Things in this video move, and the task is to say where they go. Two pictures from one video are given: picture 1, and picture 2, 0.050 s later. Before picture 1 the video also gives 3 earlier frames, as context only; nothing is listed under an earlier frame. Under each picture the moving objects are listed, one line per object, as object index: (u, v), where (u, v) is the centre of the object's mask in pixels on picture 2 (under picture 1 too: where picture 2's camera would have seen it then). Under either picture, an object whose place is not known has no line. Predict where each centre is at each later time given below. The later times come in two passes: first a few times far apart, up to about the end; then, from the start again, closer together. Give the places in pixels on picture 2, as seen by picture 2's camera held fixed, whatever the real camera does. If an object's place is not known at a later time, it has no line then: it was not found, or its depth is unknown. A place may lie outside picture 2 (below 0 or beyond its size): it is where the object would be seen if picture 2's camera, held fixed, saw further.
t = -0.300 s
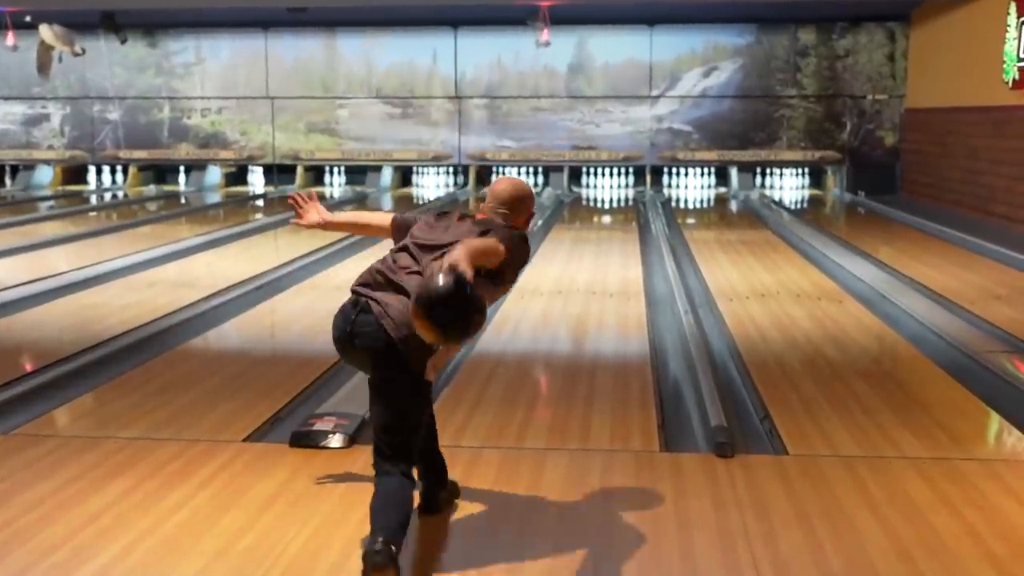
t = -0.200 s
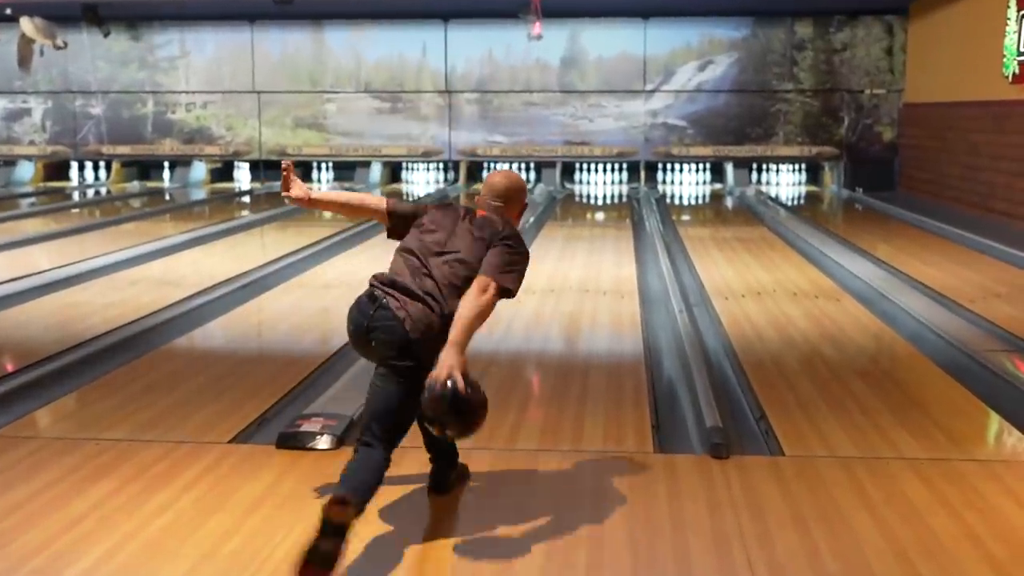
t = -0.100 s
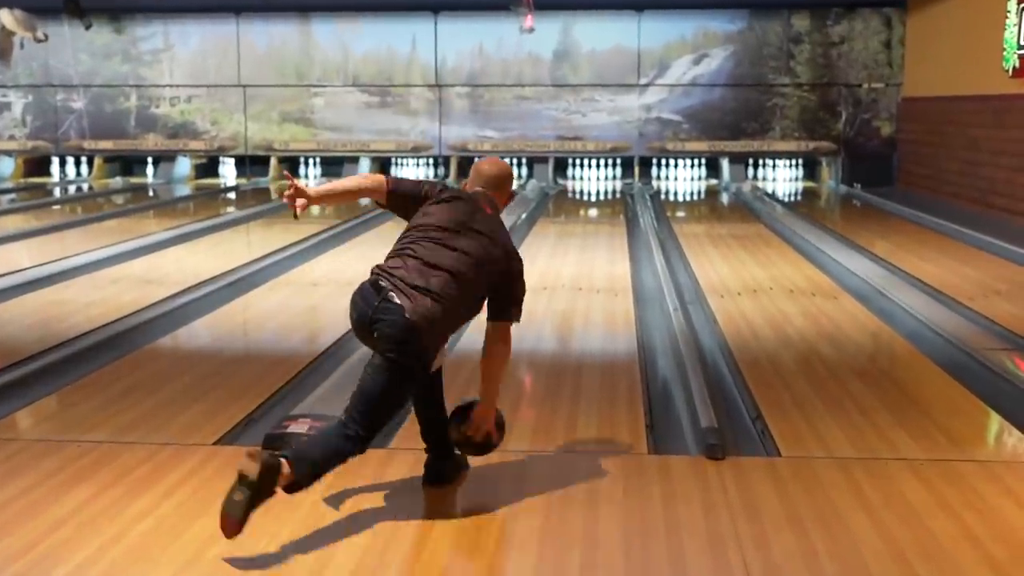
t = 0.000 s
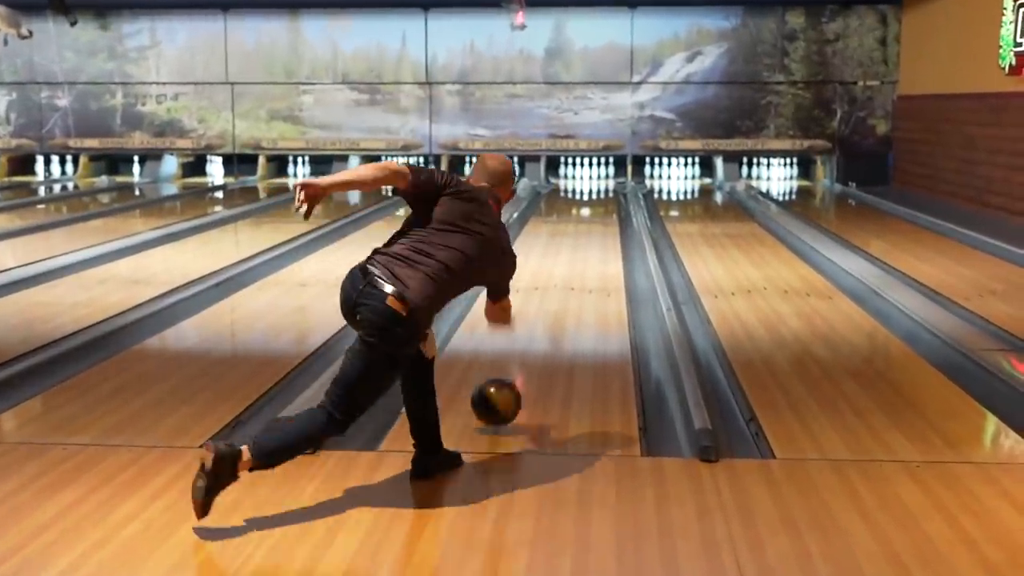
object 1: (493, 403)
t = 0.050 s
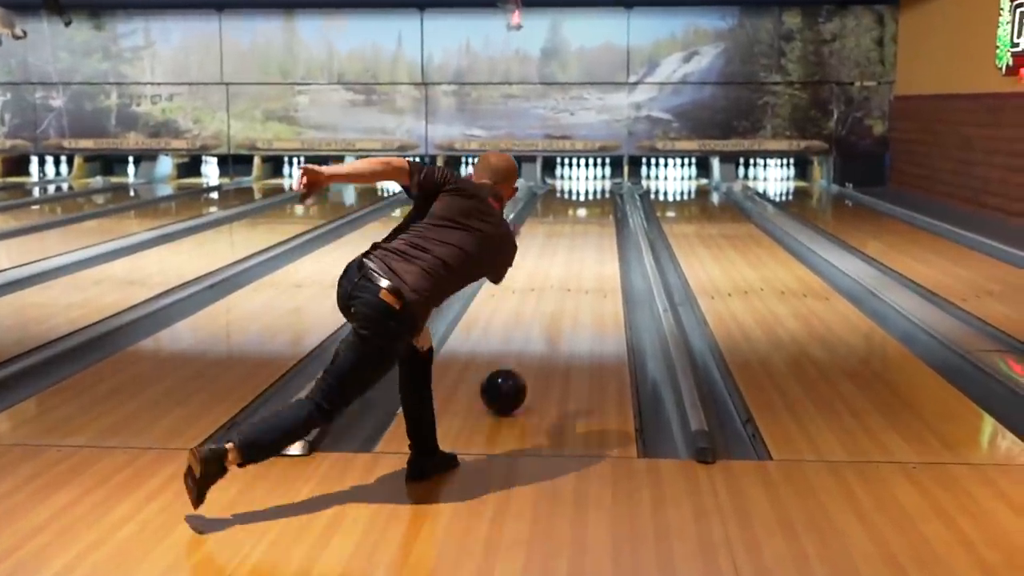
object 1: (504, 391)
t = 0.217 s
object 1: (530, 341)
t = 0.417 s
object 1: (551, 301)
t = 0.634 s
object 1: (566, 270)
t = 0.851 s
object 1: (577, 248)
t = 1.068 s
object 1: (585, 231)
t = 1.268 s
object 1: (588, 220)
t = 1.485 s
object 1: (592, 208)
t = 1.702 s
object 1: (591, 200)
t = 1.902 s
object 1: (593, 195)
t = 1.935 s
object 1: (593, 194)
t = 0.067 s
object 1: (506, 385)
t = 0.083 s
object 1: (510, 379)
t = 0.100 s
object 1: (513, 374)
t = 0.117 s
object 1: (515, 369)
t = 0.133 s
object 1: (518, 364)
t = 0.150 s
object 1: (520, 359)
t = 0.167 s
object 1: (523, 354)
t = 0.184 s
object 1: (525, 350)
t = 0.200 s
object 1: (527, 345)
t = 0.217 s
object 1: (530, 341)
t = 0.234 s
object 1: (532, 337)
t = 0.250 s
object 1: (534, 333)
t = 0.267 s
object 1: (536, 330)
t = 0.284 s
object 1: (538, 326)
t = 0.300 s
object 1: (540, 323)
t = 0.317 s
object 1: (541, 319)
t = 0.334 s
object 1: (543, 316)
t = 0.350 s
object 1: (545, 313)
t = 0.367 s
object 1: (546, 310)
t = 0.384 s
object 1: (548, 306)
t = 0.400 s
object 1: (549, 304)
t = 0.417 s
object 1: (551, 301)
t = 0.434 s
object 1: (552, 298)
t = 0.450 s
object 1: (553, 295)
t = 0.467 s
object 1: (555, 293)
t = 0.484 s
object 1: (556, 291)
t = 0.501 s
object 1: (555, 294)
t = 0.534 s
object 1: (560, 282)
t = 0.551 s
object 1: (561, 280)
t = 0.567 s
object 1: (562, 278)
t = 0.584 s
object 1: (563, 276)
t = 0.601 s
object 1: (564, 274)
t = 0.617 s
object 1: (565, 272)
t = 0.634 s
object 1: (566, 270)
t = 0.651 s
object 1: (567, 269)
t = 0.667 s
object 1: (568, 266)
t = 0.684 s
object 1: (569, 264)
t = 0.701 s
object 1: (570, 263)
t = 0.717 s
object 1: (571, 261)
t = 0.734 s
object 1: (572, 259)
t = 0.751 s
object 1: (573, 257)
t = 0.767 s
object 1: (574, 255)
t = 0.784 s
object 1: (574, 254)
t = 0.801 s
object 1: (575, 253)
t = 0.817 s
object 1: (575, 251)
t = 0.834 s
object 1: (576, 249)
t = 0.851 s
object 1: (577, 248)
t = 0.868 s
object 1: (578, 246)
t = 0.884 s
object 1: (579, 245)
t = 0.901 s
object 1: (580, 244)
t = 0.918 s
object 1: (580, 242)
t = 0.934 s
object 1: (581, 241)
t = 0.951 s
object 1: (581, 240)
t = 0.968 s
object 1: (582, 238)
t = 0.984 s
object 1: (582, 237)
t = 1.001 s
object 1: (583, 236)
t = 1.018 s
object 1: (583, 234)
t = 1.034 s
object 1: (584, 233)
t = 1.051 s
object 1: (584, 232)
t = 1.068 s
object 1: (585, 231)
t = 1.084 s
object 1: (585, 230)
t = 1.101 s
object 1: (586, 230)
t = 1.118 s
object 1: (586, 228)
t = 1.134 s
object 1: (587, 226)
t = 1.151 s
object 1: (587, 226)
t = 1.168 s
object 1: (587, 225)
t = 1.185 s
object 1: (588, 224)
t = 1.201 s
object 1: (588, 223)
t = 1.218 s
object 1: (588, 222)
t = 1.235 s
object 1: (589, 221)
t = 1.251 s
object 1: (588, 222)
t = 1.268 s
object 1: (588, 220)
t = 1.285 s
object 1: (589, 219)
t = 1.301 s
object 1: (589, 218)
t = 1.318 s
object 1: (590, 217)
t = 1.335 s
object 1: (590, 216)
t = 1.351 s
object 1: (590, 216)
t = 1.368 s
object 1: (590, 215)
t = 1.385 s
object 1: (588, 213)
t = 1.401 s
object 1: (586, 206)
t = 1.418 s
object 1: (584, 200)
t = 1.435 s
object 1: (592, 215)
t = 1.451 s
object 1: (591, 211)
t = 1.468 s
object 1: (591, 209)
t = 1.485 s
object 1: (592, 208)
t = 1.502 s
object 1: (591, 208)
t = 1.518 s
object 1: (592, 207)
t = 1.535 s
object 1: (592, 207)
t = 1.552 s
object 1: (592, 206)
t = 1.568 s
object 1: (591, 206)
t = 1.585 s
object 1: (592, 205)
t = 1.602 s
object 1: (592, 204)
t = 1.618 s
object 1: (592, 204)
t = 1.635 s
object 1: (592, 202)
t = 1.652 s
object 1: (592, 201)
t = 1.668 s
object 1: (592, 201)
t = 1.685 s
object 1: (591, 201)
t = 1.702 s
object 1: (591, 200)
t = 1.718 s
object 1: (591, 200)
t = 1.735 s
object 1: (591, 199)
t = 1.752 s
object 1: (592, 198)
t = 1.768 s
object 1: (593, 198)
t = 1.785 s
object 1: (593, 197)
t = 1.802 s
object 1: (593, 197)
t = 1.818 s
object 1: (593, 196)
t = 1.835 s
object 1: (593, 196)
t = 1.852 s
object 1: (592, 196)
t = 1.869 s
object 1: (592, 195)
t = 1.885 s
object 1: (592, 195)
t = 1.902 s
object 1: (593, 195)
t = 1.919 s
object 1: (593, 194)
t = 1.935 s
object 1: (593, 194)
